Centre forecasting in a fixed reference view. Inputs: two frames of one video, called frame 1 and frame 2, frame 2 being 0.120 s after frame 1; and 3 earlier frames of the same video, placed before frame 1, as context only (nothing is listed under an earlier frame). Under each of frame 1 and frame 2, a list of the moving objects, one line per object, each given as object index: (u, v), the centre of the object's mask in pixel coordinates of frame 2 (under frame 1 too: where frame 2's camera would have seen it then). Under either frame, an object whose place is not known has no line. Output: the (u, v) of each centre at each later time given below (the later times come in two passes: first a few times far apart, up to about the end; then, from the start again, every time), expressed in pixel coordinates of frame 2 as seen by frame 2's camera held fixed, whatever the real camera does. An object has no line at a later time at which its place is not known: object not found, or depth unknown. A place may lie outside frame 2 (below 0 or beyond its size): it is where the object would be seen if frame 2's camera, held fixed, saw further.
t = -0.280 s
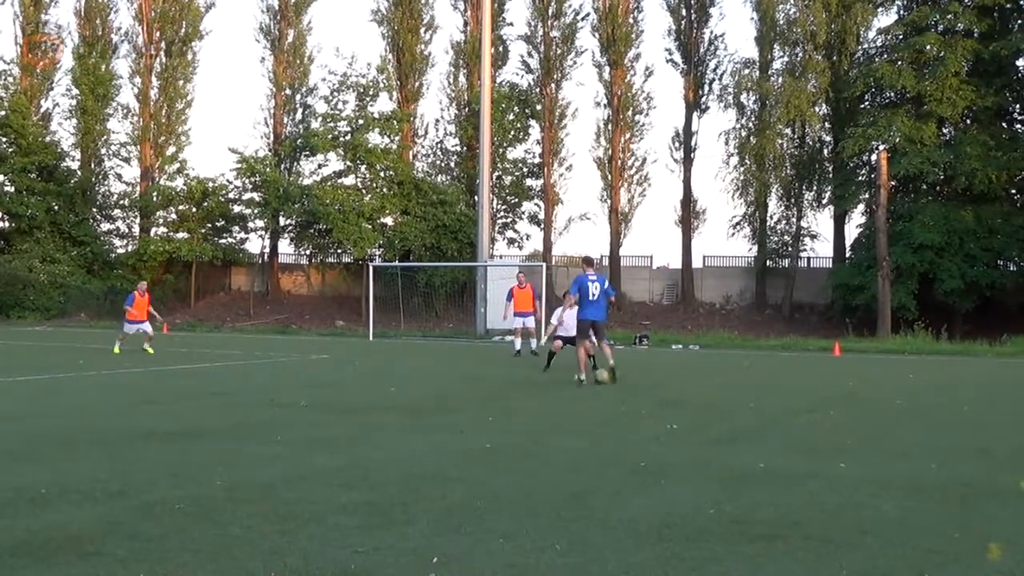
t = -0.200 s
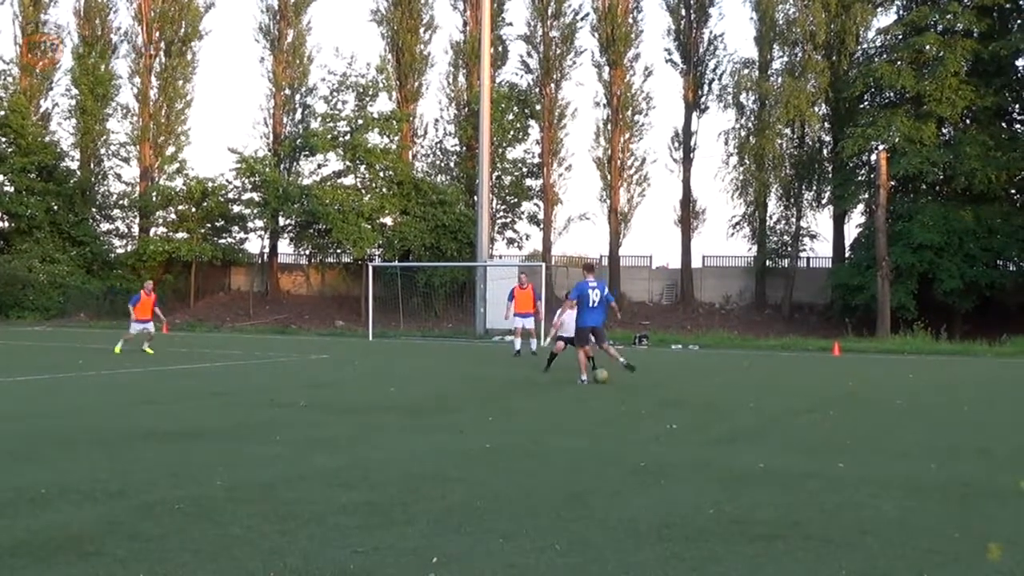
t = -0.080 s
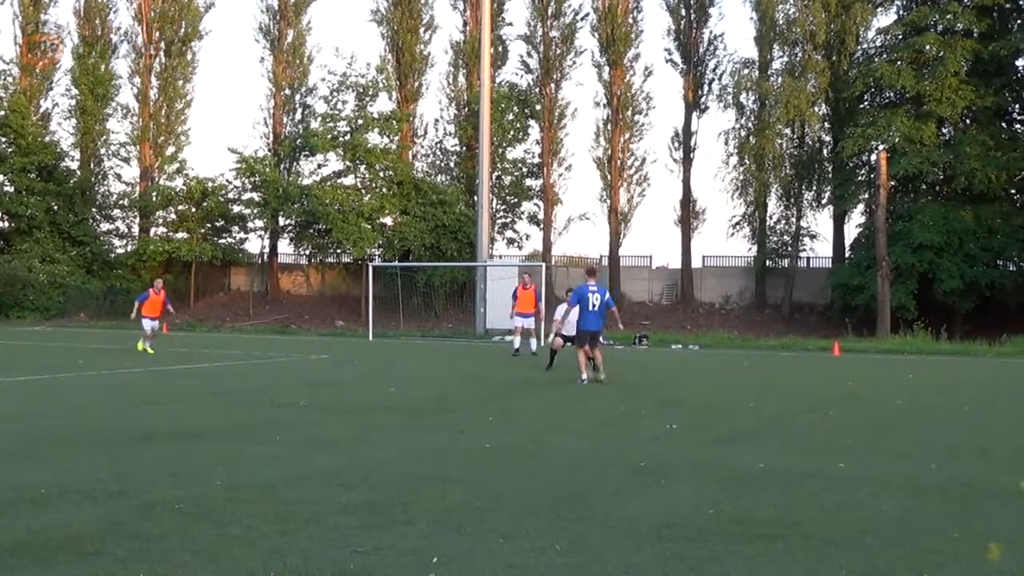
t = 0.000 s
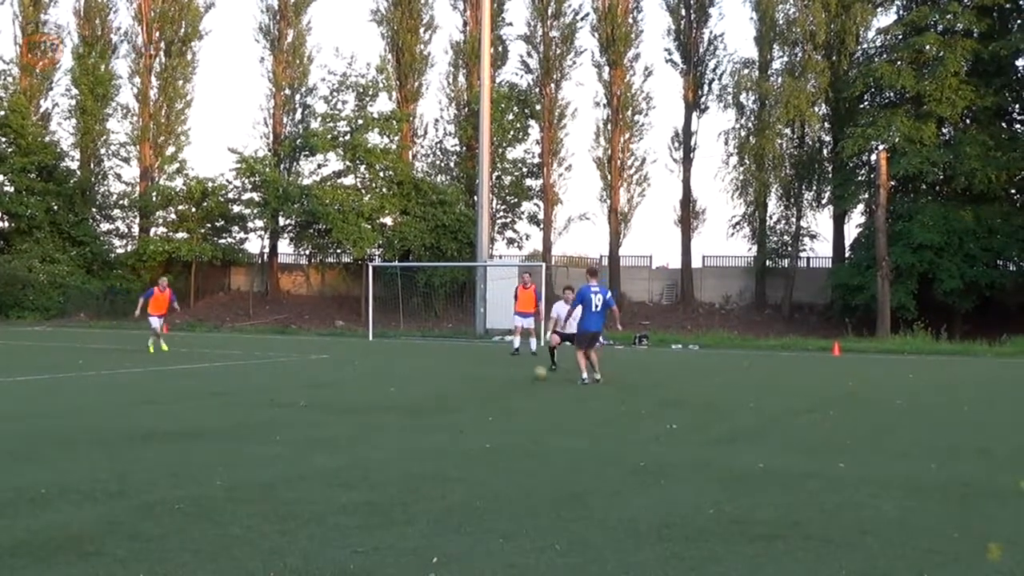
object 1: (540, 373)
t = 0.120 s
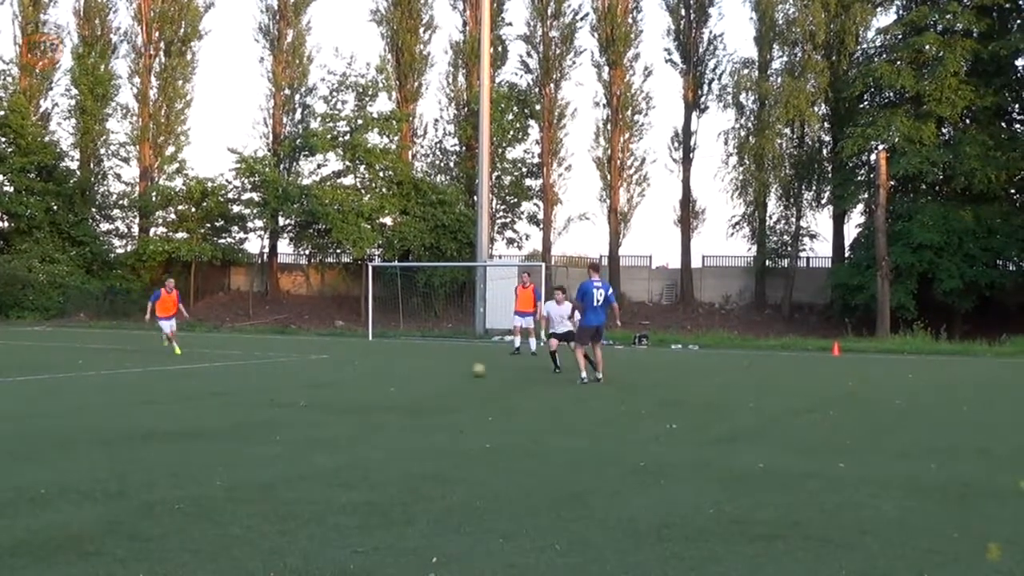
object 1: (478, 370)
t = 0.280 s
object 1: (406, 367)
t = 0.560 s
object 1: (308, 365)
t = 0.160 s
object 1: (460, 369)
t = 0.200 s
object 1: (440, 370)
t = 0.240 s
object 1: (423, 368)
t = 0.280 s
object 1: (406, 367)
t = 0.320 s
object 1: (390, 368)
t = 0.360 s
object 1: (375, 367)
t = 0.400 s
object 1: (361, 366)
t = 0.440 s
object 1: (346, 366)
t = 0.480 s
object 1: (334, 365)
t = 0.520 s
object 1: (321, 365)
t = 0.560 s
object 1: (308, 365)
